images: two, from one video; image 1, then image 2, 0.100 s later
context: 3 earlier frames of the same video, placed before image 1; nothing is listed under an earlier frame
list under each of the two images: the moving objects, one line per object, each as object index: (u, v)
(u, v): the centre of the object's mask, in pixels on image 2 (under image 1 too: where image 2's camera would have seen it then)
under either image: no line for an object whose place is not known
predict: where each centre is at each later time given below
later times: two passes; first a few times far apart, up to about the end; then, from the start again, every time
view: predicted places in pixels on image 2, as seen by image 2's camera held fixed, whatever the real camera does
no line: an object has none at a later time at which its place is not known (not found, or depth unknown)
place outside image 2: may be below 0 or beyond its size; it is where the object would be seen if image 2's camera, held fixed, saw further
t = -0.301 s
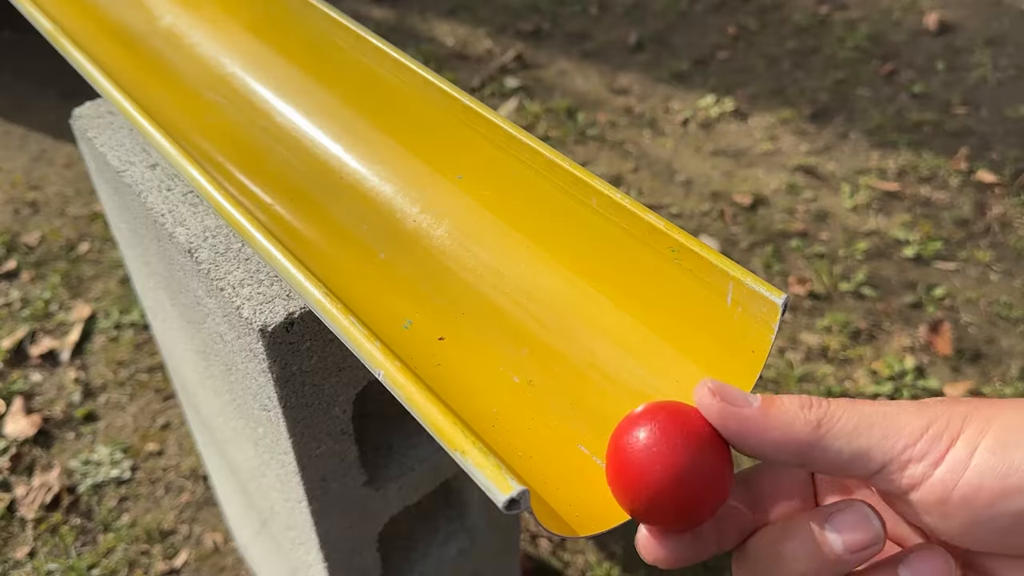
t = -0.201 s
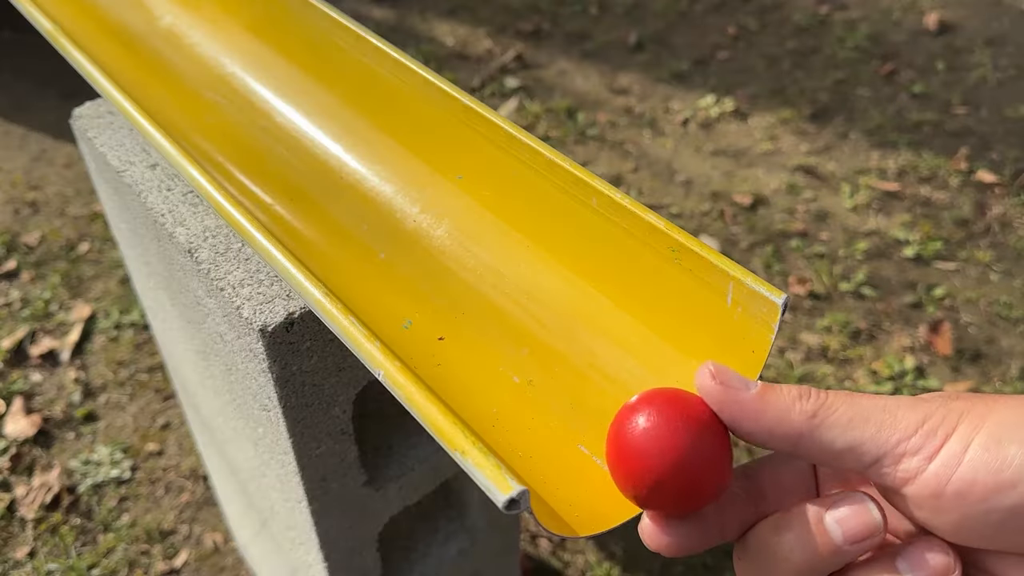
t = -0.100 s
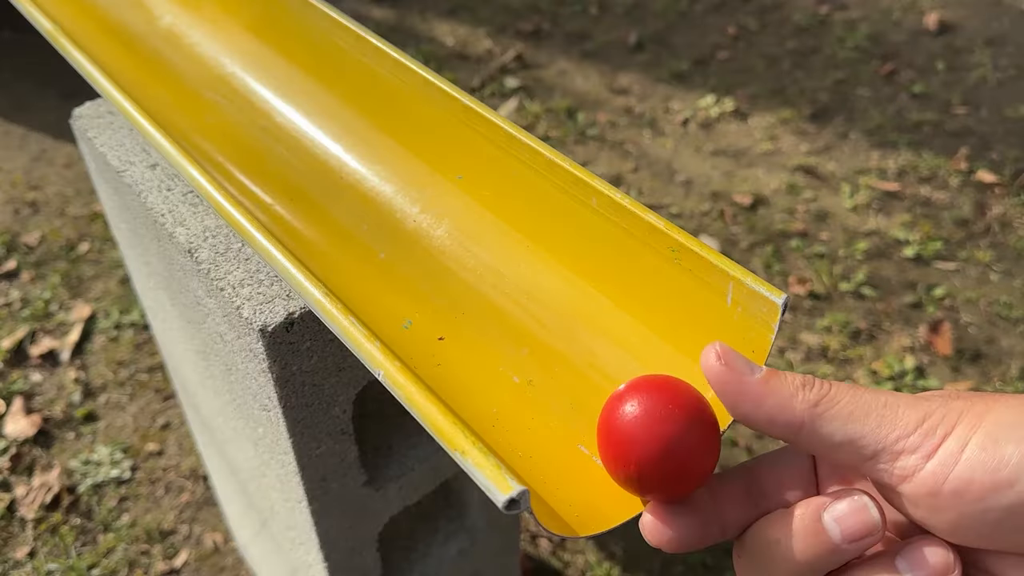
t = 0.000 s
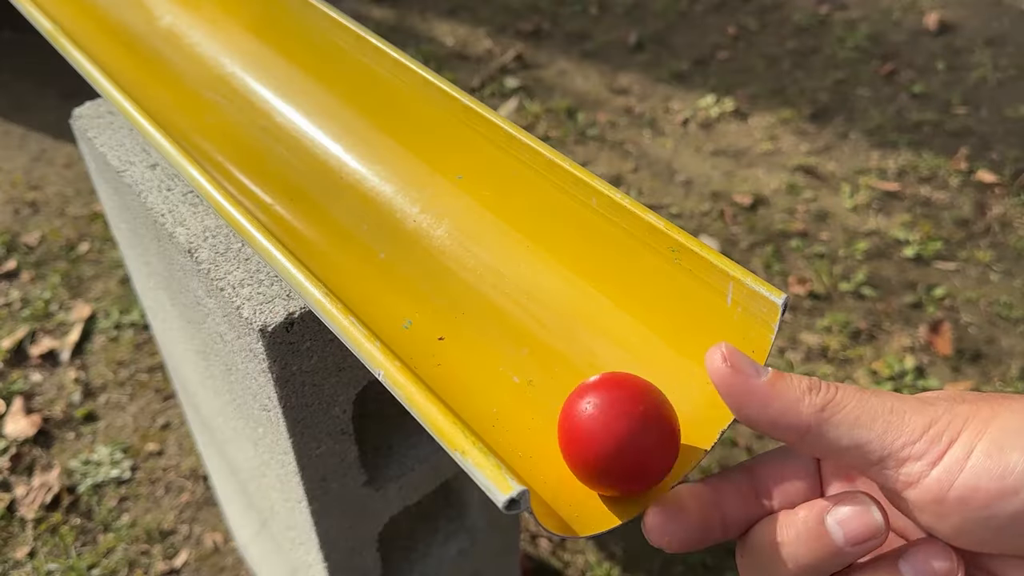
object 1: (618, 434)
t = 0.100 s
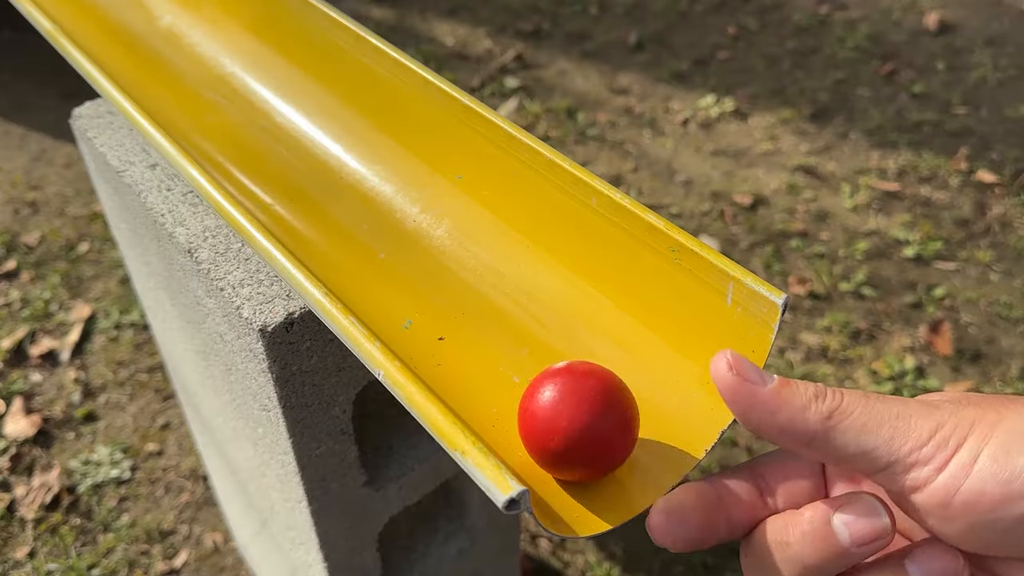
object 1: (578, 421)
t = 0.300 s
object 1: (552, 346)
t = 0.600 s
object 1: (418, 274)
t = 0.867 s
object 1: (338, 183)
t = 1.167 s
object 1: (235, 94)
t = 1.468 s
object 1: (123, 25)
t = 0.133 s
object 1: (571, 411)
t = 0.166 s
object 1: (567, 399)
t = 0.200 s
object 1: (565, 386)
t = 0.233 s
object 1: (563, 371)
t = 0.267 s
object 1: (559, 358)
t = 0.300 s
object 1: (552, 346)
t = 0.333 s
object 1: (542, 336)
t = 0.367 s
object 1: (529, 329)
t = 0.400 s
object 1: (513, 323)
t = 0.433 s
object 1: (495, 317)
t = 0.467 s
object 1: (476, 311)
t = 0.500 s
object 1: (457, 304)
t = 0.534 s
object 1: (441, 295)
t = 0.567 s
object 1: (429, 285)
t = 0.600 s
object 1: (418, 274)
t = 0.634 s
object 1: (411, 262)
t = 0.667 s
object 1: (405, 248)
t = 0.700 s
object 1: (400, 235)
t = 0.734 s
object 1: (393, 222)
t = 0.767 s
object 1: (383, 210)
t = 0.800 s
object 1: (371, 199)
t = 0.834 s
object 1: (356, 190)
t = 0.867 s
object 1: (338, 183)
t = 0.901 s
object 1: (319, 177)
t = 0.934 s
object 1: (300, 169)
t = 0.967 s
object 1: (282, 161)
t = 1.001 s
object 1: (268, 151)
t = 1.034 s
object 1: (258, 141)
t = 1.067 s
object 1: (251, 130)
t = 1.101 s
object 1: (246, 119)
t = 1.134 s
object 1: (242, 107)
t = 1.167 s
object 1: (235, 94)
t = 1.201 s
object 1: (227, 83)
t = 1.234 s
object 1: (216, 74)
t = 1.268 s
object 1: (202, 67)
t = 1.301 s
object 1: (186, 60)
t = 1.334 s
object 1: (170, 52)
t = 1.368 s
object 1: (154, 45)
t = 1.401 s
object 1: (140, 37)
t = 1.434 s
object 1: (130, 30)
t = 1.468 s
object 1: (123, 25)
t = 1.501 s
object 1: (118, 20)
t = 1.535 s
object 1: (115, 15)
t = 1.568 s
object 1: (111, 11)
